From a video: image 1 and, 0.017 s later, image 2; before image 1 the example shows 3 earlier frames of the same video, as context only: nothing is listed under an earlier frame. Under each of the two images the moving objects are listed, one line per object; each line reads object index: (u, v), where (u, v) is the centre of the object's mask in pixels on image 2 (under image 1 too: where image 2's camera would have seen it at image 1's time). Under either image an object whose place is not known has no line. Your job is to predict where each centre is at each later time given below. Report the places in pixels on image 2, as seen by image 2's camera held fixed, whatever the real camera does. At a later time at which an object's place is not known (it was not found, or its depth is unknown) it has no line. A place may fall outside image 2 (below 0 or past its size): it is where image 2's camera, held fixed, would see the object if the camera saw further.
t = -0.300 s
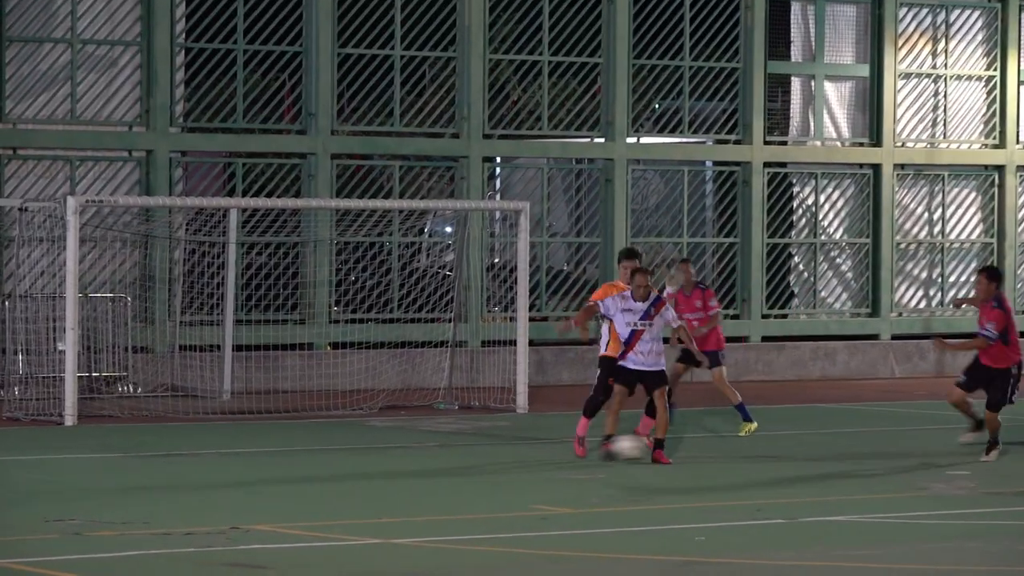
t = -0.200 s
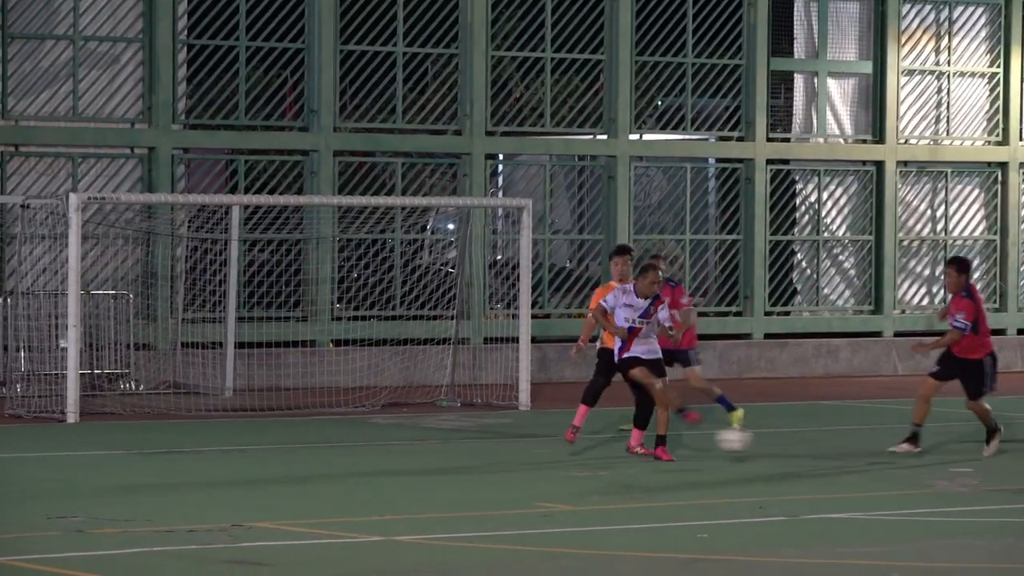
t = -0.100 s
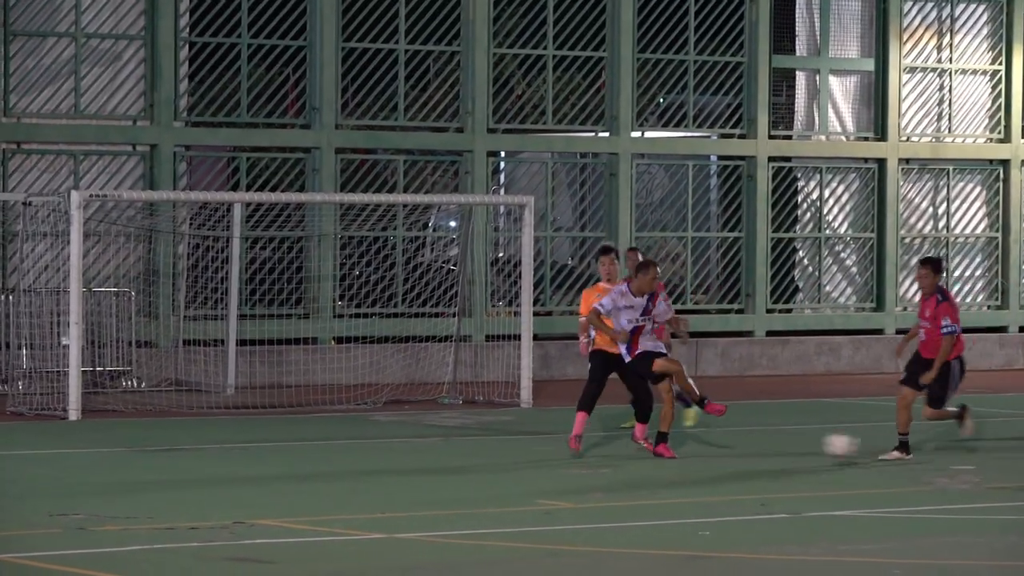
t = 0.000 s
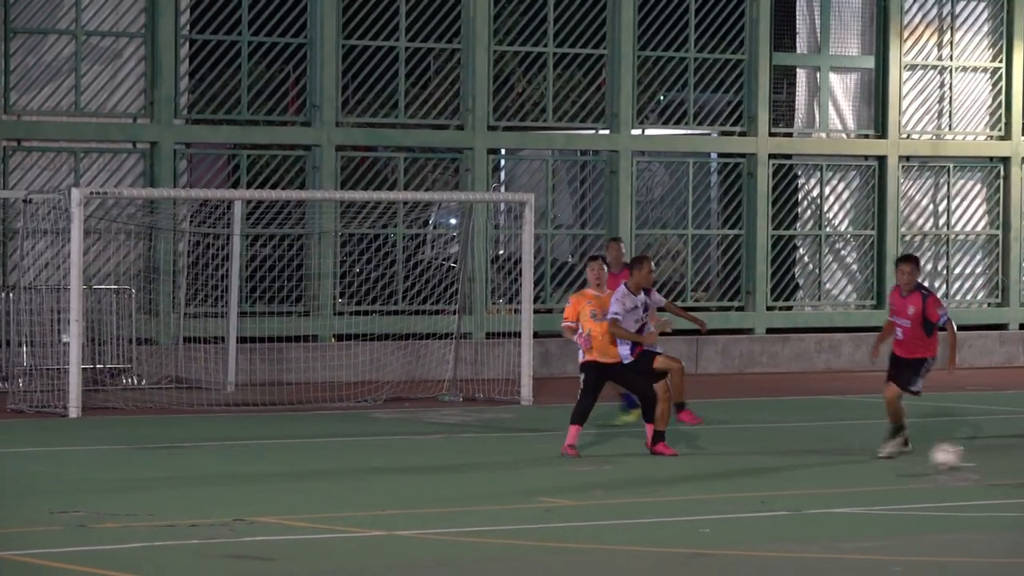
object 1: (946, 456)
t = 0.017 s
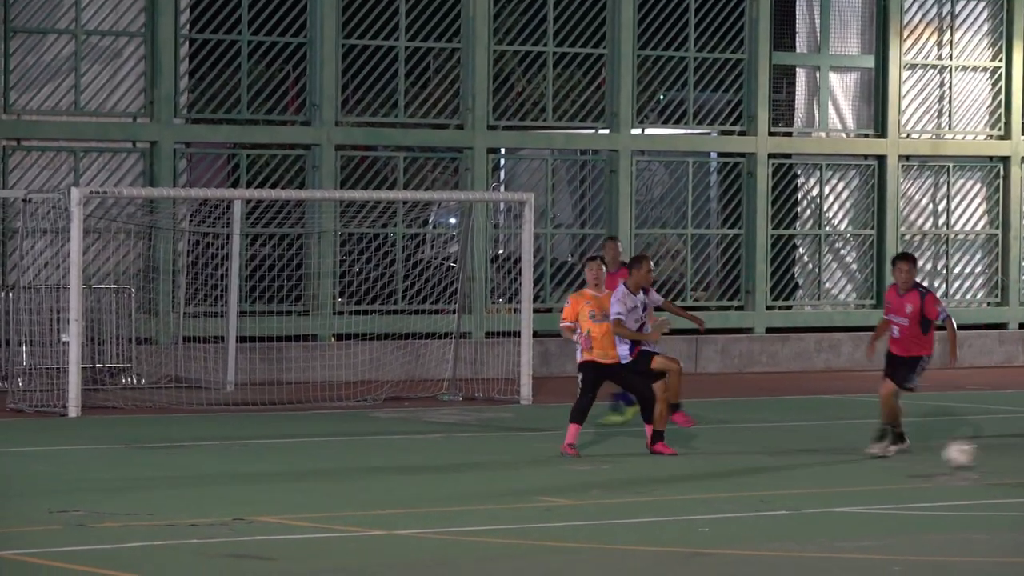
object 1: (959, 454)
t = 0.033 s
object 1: (974, 452)
